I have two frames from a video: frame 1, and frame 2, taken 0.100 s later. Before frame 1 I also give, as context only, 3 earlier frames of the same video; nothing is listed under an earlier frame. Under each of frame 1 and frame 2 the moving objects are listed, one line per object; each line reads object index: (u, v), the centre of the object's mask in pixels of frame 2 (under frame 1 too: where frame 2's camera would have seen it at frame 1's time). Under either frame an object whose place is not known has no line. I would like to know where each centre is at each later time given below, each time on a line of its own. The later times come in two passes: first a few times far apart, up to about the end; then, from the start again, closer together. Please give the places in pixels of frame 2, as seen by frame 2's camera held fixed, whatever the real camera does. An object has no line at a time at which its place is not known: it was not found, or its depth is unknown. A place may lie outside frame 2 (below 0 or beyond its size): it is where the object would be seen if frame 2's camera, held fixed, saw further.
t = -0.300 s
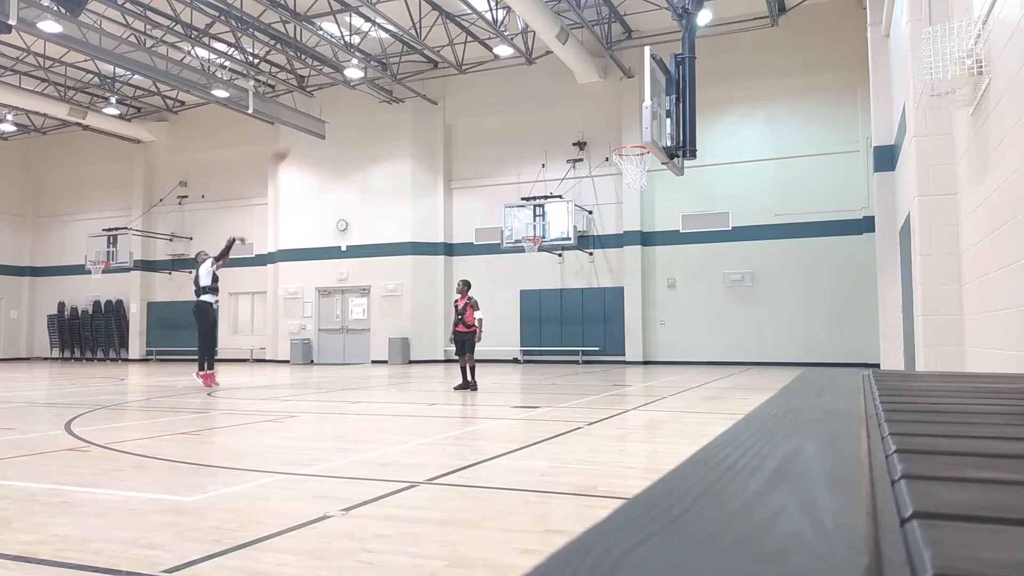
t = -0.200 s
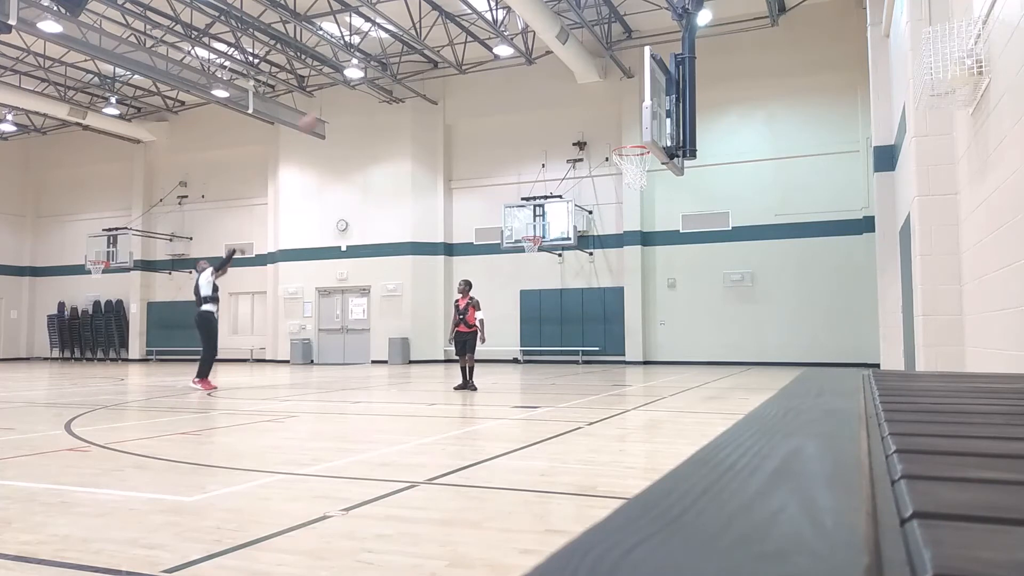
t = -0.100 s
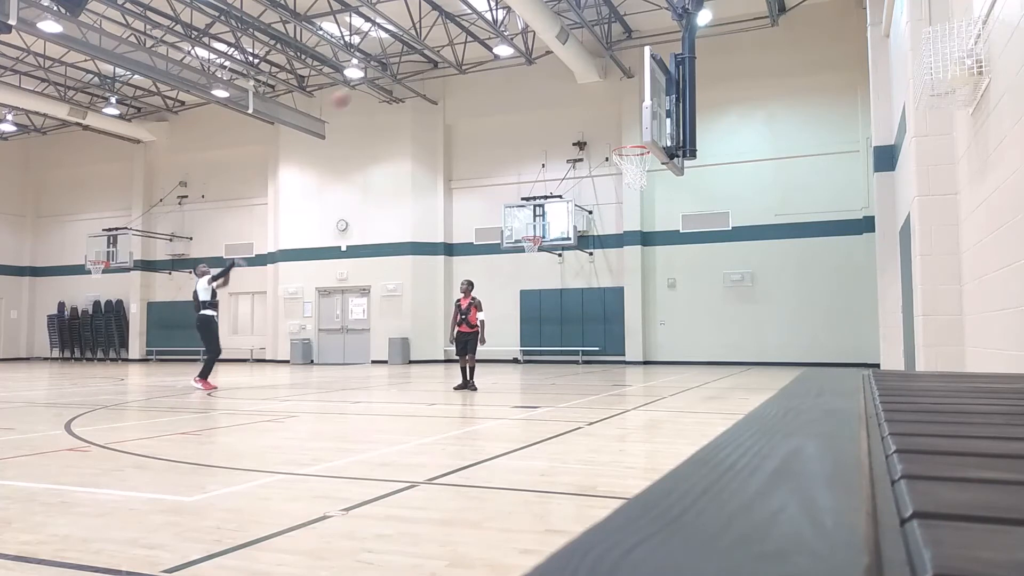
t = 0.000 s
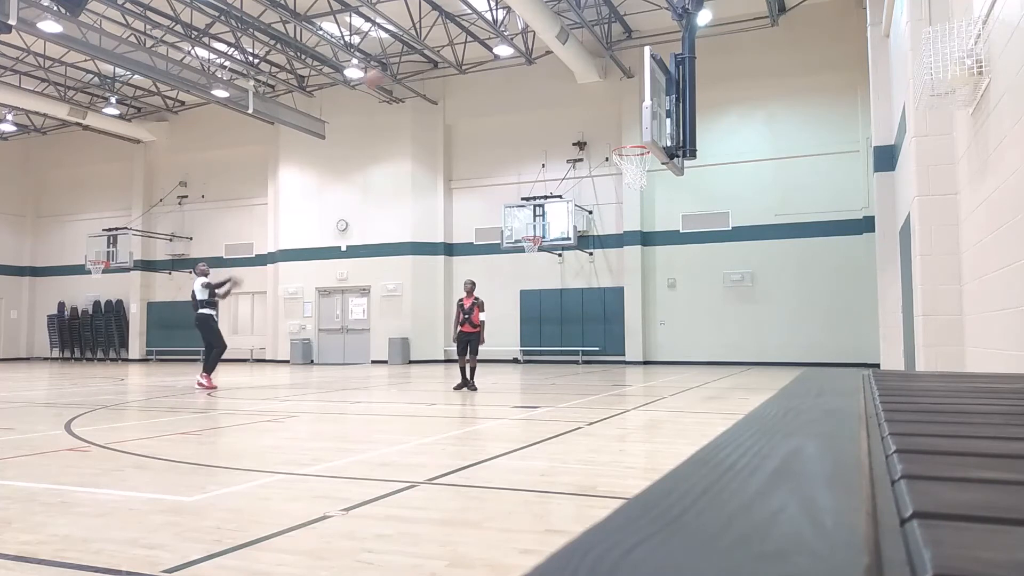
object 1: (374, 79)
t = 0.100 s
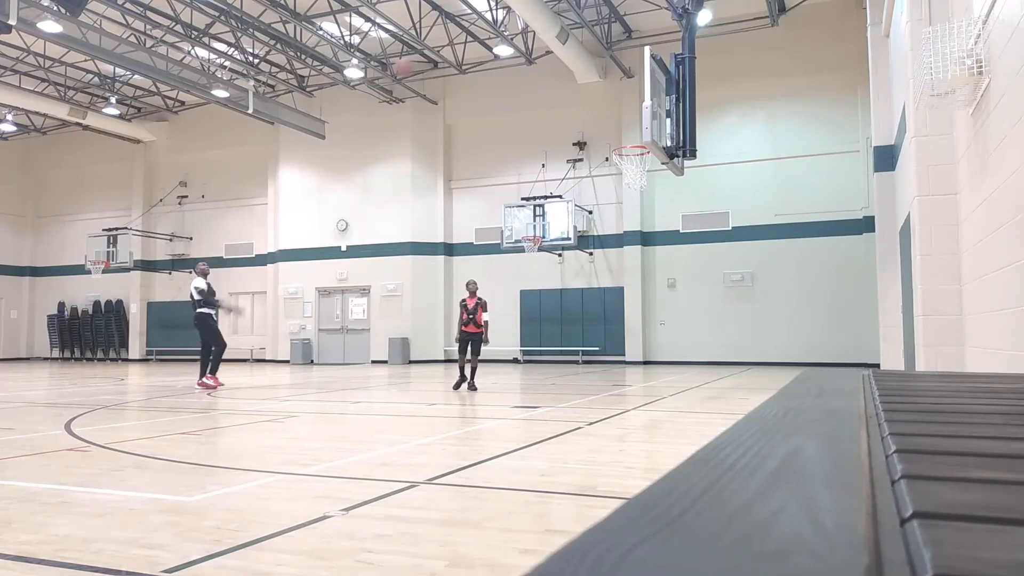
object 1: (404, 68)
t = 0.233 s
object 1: (450, 61)
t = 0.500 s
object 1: (546, 85)
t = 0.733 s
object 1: (635, 151)
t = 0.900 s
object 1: (655, 193)
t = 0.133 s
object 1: (416, 64)
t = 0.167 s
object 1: (427, 63)
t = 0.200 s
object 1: (437, 61)
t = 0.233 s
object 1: (450, 61)
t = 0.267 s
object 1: (460, 61)
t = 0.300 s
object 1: (473, 63)
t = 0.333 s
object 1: (485, 65)
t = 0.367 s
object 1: (497, 67)
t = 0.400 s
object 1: (508, 70)
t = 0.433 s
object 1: (521, 75)
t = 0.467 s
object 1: (533, 79)
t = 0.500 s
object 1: (546, 85)
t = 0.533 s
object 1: (558, 92)
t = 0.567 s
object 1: (570, 99)
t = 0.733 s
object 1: (635, 151)
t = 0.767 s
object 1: (644, 167)
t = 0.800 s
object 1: (648, 173)
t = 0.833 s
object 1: (650, 179)
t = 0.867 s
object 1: (653, 186)
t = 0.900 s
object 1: (655, 193)
